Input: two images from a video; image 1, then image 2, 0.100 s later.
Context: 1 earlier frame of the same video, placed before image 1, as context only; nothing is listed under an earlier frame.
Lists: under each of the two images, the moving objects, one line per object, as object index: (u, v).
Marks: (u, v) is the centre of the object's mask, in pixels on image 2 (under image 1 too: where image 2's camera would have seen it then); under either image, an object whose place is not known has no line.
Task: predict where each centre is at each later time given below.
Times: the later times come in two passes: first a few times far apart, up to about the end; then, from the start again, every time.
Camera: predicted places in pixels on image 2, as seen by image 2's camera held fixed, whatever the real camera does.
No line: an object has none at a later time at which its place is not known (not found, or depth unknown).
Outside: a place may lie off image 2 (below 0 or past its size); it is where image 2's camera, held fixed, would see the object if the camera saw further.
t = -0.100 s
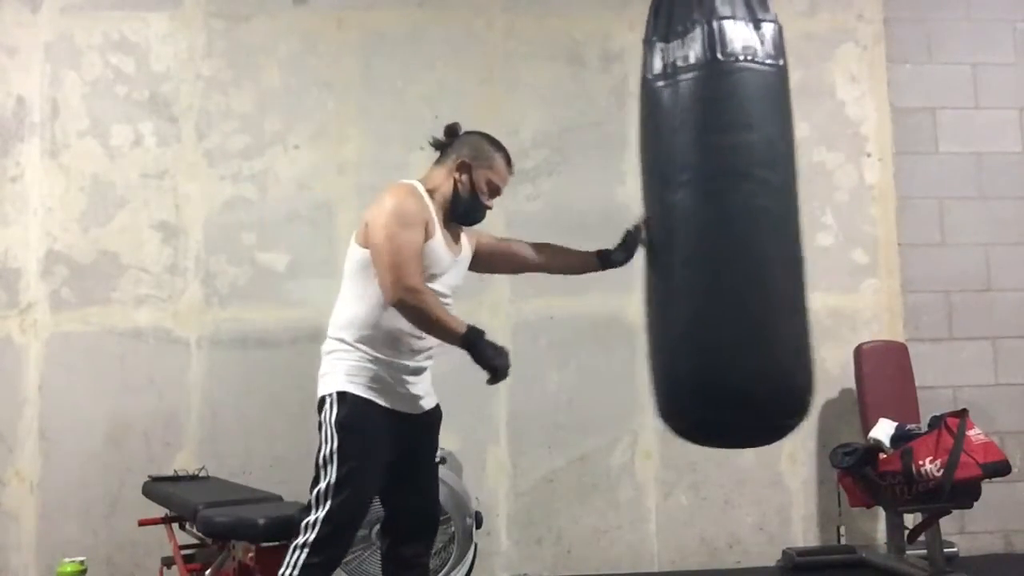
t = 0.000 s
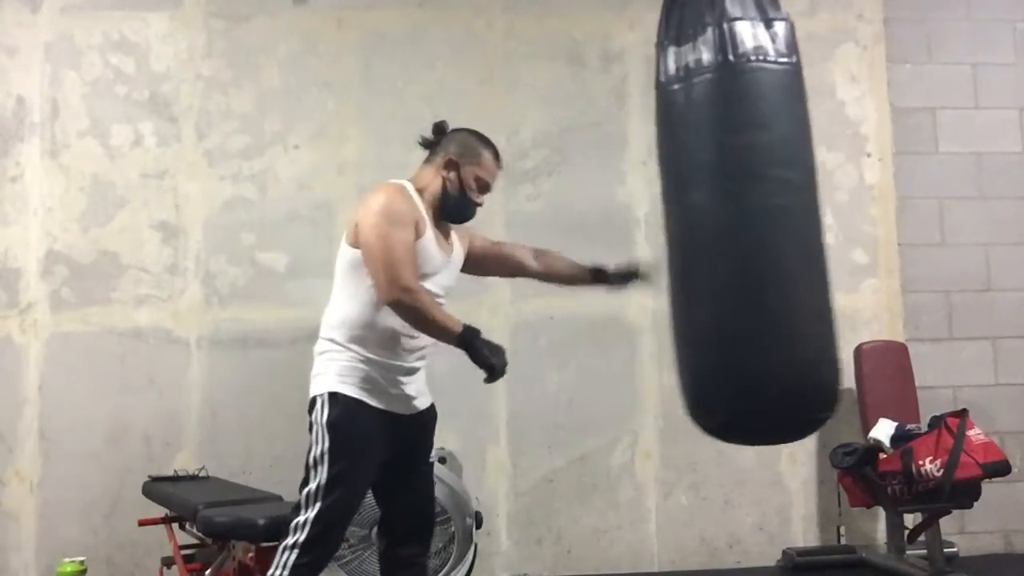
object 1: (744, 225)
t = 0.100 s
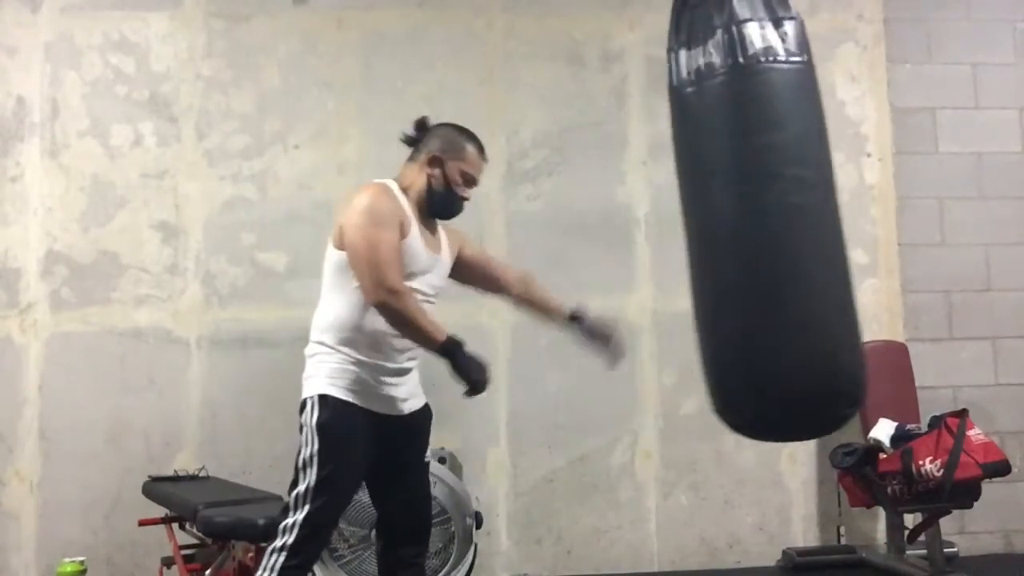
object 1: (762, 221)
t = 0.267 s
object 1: (788, 219)
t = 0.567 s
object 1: (805, 213)
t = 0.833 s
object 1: (790, 215)
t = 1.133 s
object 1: (742, 223)
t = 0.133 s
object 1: (768, 221)
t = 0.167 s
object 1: (774, 221)
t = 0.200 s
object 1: (779, 220)
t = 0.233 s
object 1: (783, 219)
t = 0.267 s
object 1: (788, 219)
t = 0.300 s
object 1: (792, 218)
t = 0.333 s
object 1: (795, 217)
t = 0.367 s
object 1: (798, 216)
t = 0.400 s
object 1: (800, 216)
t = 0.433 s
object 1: (802, 214)
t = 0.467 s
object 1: (804, 214)
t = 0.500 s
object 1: (805, 213)
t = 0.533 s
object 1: (805, 213)
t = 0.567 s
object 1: (805, 213)
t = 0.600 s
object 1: (805, 212)
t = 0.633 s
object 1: (804, 212)
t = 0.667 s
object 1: (803, 213)
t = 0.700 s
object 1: (802, 214)
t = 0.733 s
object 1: (800, 214)
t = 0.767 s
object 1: (797, 215)
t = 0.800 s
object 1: (793, 215)
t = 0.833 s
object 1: (790, 215)
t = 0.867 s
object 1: (786, 216)
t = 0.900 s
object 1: (781, 216)
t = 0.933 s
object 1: (777, 217)
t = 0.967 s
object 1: (772, 218)
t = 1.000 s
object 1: (767, 218)
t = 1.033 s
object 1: (761, 220)
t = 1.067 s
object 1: (755, 220)
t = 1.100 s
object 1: (749, 223)
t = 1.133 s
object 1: (742, 223)
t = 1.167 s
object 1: (736, 224)
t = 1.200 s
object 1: (730, 224)
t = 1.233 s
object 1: (723, 226)
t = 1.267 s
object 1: (717, 226)
